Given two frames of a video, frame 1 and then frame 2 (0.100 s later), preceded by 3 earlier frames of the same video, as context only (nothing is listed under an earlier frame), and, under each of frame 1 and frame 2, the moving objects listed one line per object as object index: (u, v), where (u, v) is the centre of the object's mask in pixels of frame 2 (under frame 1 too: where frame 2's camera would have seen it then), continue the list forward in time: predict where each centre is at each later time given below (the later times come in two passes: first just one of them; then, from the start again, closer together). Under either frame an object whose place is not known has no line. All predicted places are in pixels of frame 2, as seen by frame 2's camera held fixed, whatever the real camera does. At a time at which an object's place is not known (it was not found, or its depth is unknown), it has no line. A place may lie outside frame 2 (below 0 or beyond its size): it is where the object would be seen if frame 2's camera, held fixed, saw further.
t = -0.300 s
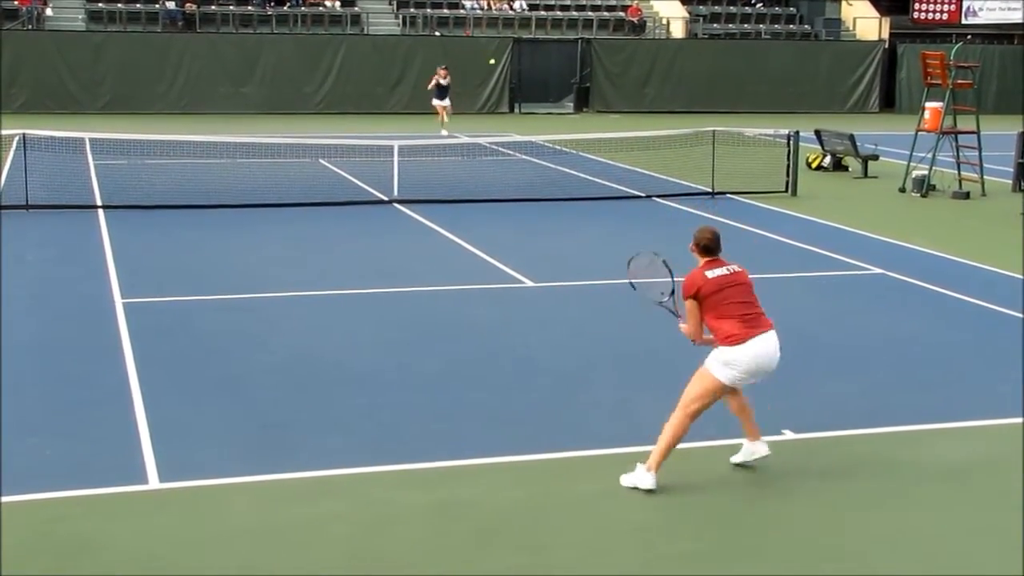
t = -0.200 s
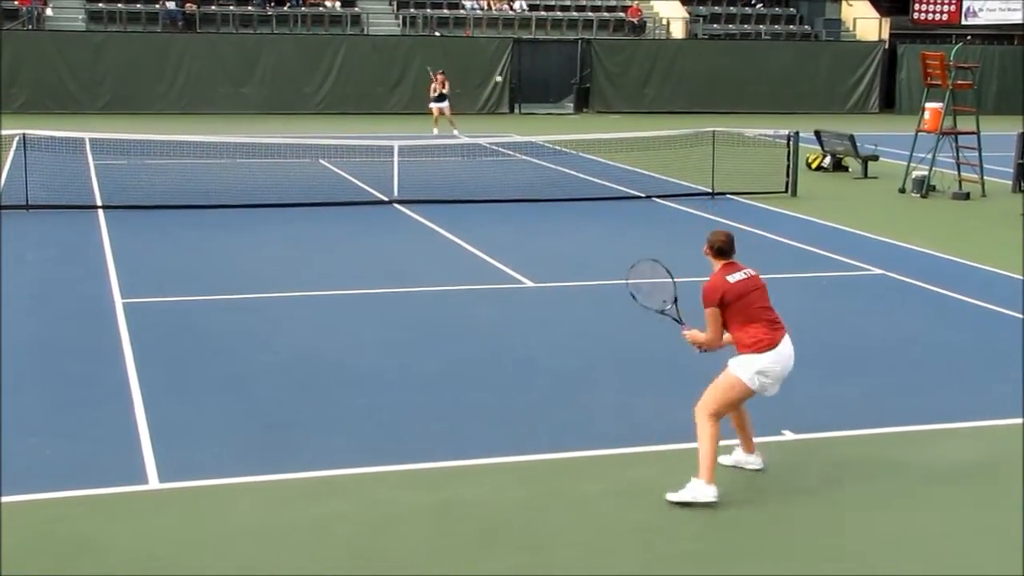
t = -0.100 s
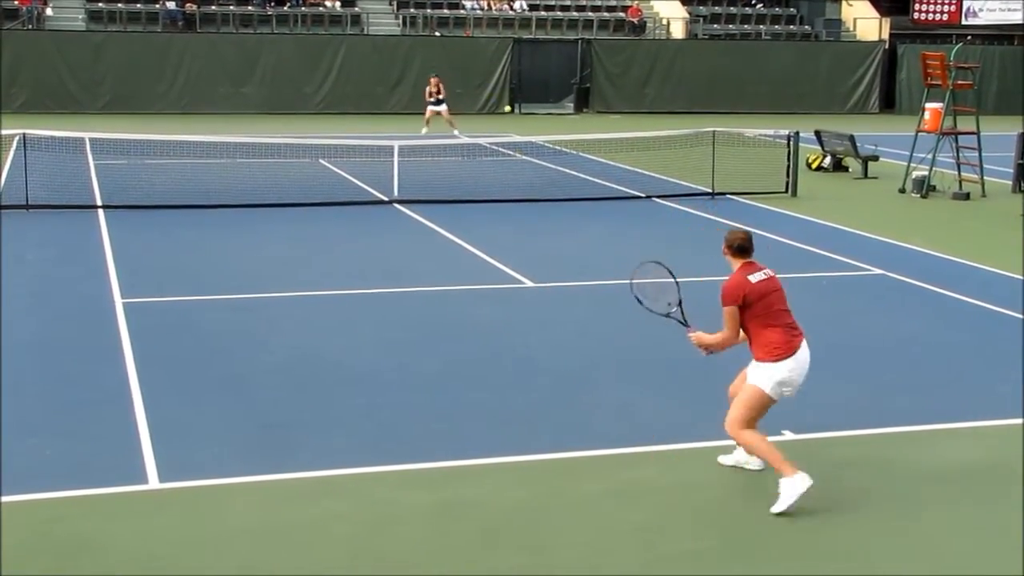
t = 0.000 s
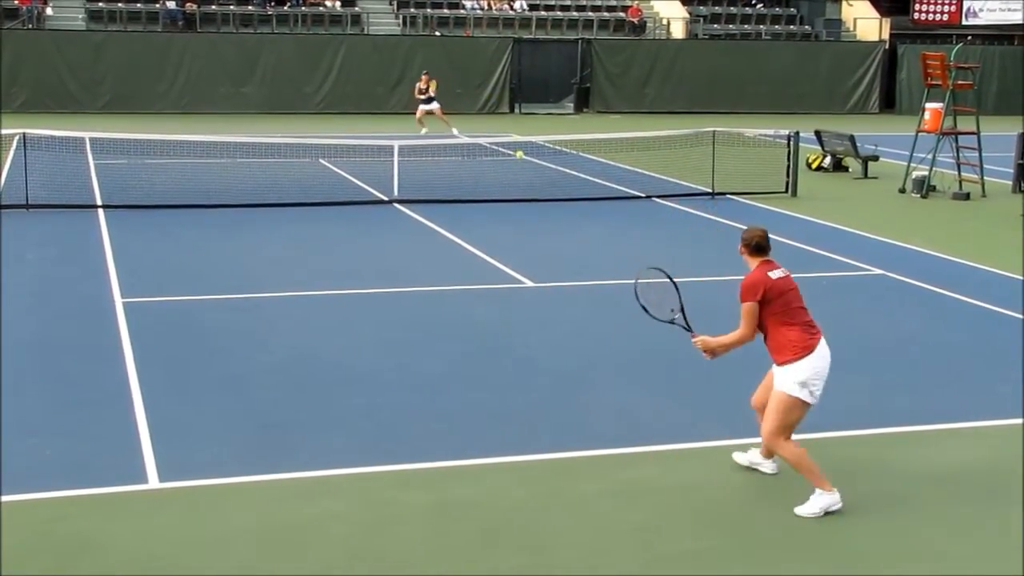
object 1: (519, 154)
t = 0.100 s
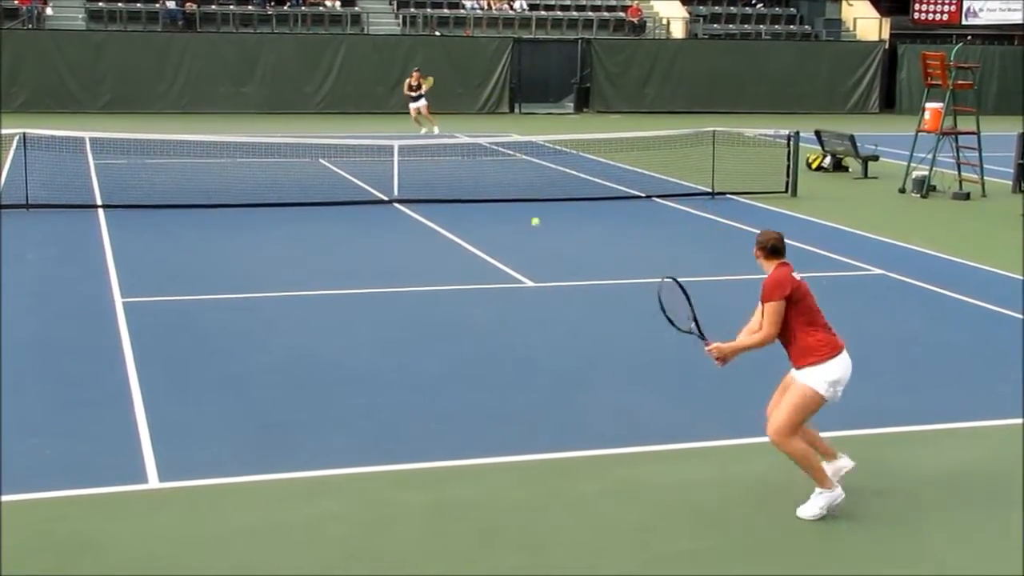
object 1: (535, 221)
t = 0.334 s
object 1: (589, 341)
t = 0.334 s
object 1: (589, 341)
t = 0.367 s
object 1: (599, 336)
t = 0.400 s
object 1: (609, 334)
